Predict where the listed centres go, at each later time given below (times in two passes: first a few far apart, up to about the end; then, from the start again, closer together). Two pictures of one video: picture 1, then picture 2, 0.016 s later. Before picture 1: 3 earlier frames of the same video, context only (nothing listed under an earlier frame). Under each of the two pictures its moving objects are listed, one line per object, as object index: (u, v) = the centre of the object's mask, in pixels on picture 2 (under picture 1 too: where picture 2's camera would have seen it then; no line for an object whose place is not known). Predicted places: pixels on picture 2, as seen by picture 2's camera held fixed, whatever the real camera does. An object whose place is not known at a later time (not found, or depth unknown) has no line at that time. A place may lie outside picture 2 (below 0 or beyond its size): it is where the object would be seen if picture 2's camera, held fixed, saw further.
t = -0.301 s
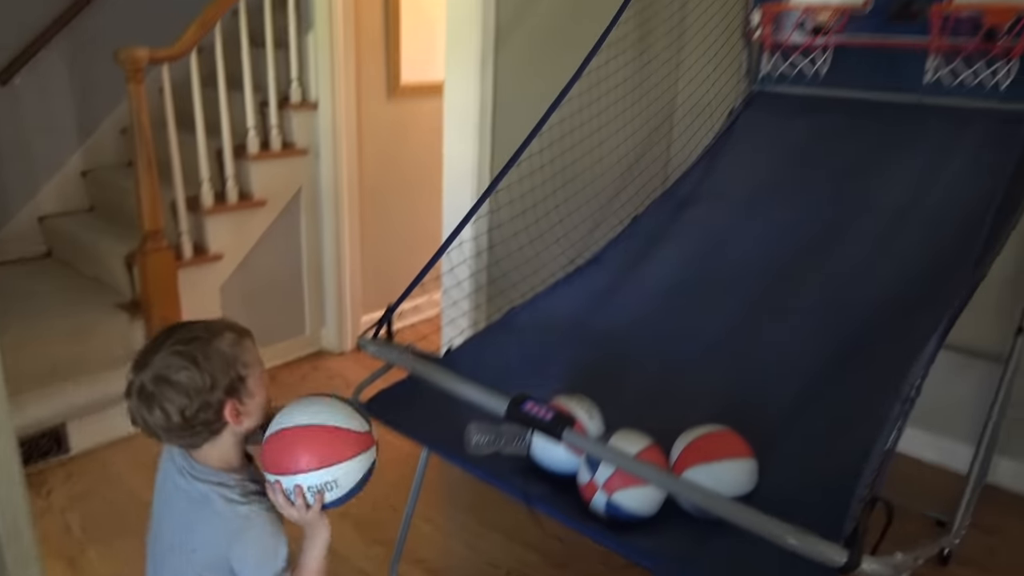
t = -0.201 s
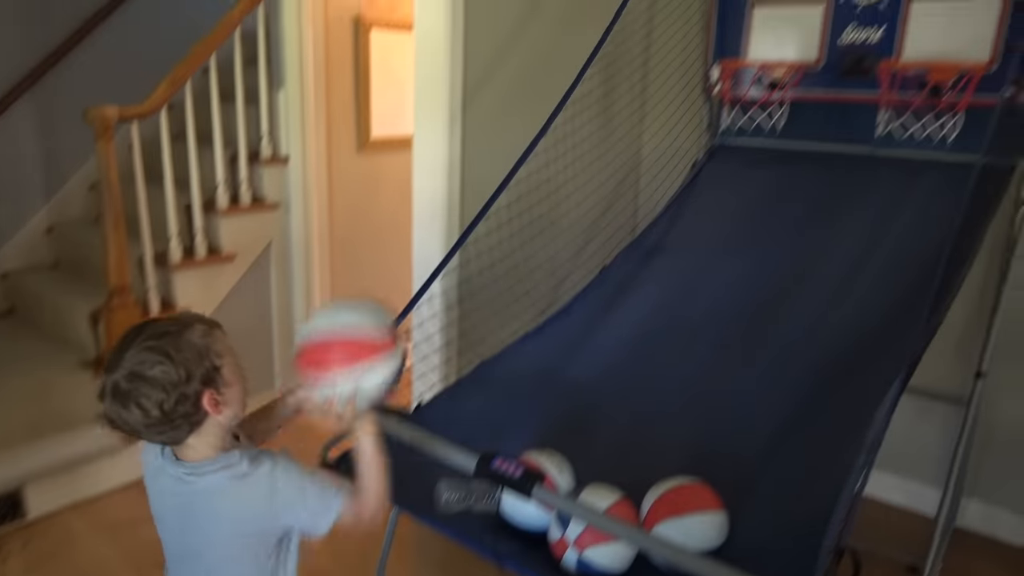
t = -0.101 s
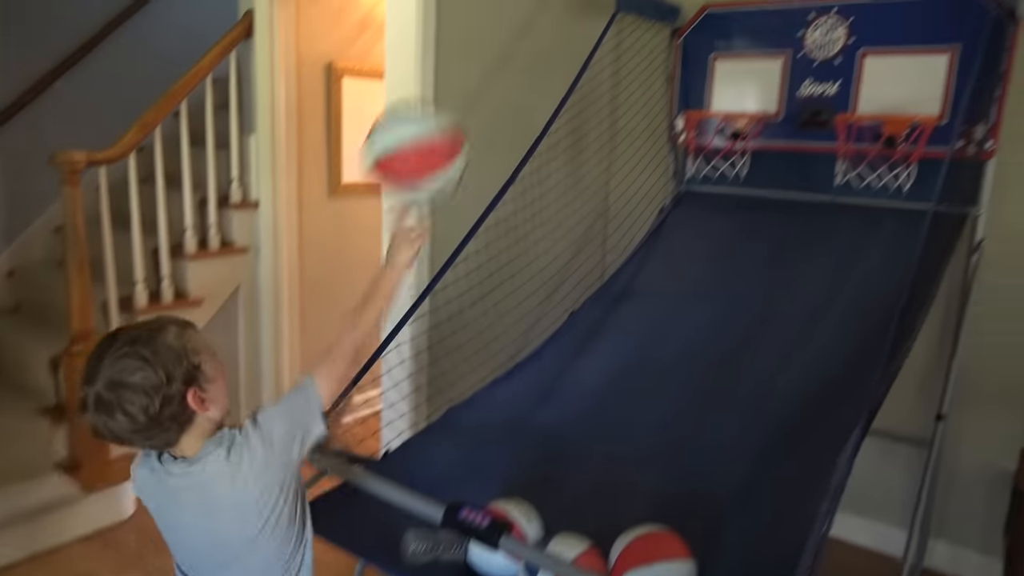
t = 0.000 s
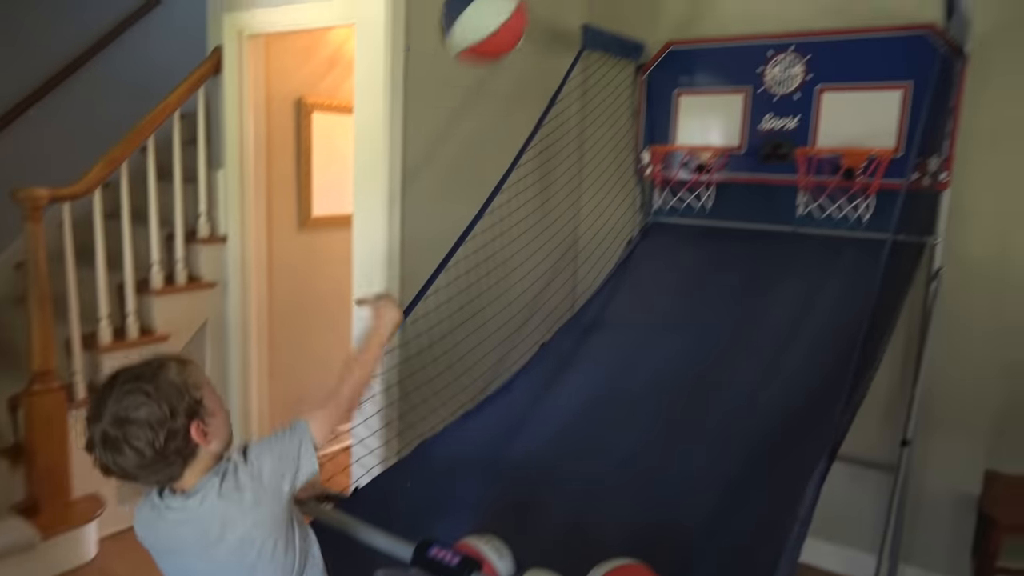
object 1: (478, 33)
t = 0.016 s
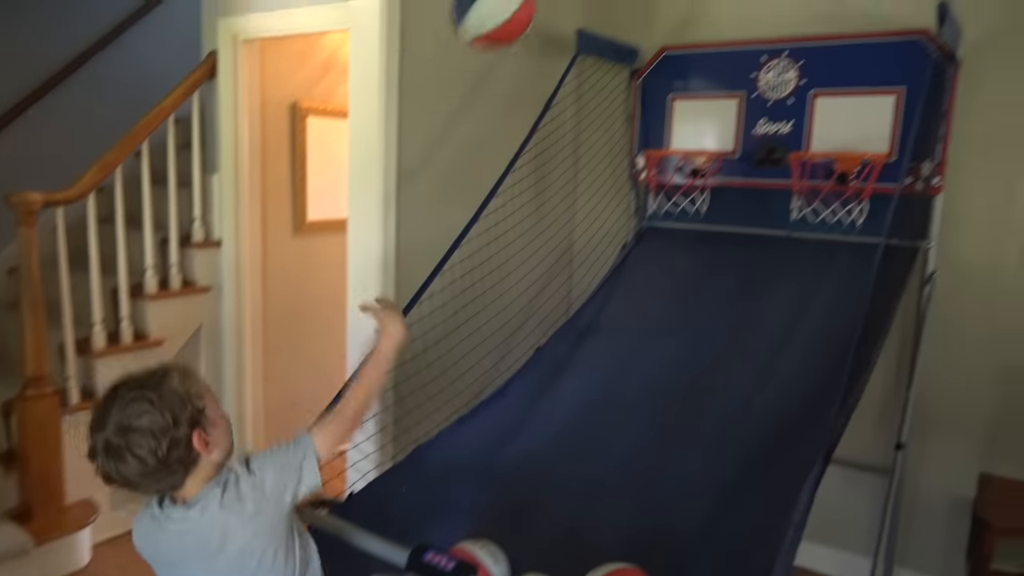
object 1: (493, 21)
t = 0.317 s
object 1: (649, -54)
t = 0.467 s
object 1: (697, -2)
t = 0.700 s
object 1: (693, 152)
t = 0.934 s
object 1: (619, 276)
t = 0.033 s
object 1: (506, 10)
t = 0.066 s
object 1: (531, -8)
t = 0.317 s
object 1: (649, -54)
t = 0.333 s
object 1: (658, -53)
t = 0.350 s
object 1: (665, -51)
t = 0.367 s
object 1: (671, -48)
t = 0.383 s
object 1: (676, -45)
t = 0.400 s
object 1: (681, -40)
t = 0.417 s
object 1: (685, -30)
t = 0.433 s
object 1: (689, -21)
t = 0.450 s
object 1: (692, -10)
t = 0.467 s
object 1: (697, -2)
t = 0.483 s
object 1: (701, 8)
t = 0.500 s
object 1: (704, 20)
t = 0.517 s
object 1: (706, 33)
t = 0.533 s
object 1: (711, 44)
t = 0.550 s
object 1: (713, 56)
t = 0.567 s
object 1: (712, 64)
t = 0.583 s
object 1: (710, 72)
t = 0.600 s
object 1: (709, 80)
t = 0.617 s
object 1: (707, 91)
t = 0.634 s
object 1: (704, 100)
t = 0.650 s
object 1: (700, 110)
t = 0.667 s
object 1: (698, 126)
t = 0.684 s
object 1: (696, 134)
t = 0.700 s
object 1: (693, 152)
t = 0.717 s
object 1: (687, 159)
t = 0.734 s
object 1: (681, 167)
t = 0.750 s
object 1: (676, 175)
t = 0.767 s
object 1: (670, 181)
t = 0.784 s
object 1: (667, 186)
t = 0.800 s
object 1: (660, 198)
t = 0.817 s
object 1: (654, 207)
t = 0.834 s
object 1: (651, 212)
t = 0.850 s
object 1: (645, 224)
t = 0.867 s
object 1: (640, 235)
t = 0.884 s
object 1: (635, 245)
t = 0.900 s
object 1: (629, 257)
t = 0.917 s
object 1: (623, 268)
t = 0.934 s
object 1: (619, 276)
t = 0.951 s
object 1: (614, 281)
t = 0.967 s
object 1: (610, 283)
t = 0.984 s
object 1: (604, 284)
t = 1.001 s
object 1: (599, 285)
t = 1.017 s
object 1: (595, 286)
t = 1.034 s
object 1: (591, 288)
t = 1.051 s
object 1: (589, 287)
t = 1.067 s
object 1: (585, 289)
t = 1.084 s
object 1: (581, 292)
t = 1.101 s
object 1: (578, 295)
